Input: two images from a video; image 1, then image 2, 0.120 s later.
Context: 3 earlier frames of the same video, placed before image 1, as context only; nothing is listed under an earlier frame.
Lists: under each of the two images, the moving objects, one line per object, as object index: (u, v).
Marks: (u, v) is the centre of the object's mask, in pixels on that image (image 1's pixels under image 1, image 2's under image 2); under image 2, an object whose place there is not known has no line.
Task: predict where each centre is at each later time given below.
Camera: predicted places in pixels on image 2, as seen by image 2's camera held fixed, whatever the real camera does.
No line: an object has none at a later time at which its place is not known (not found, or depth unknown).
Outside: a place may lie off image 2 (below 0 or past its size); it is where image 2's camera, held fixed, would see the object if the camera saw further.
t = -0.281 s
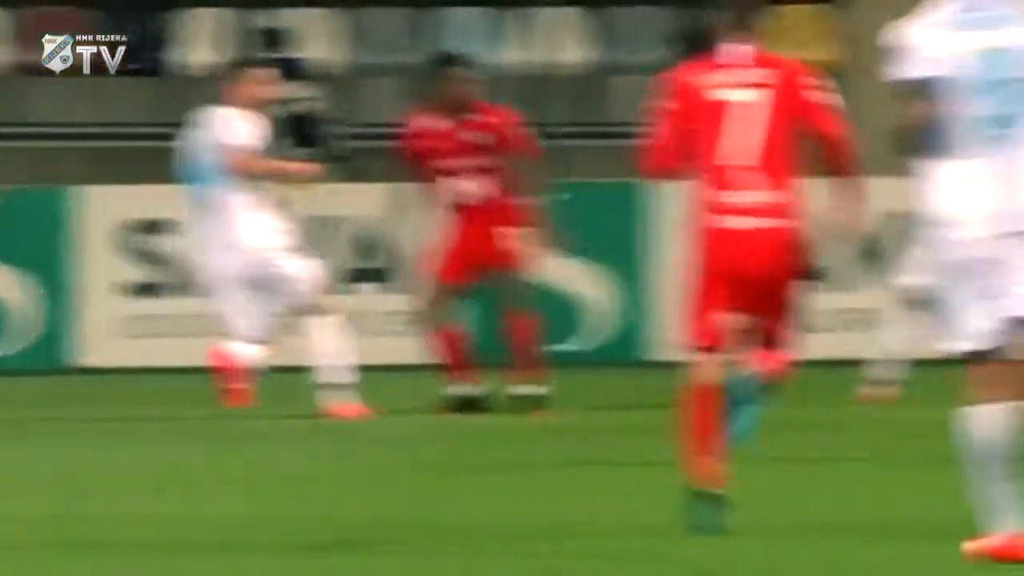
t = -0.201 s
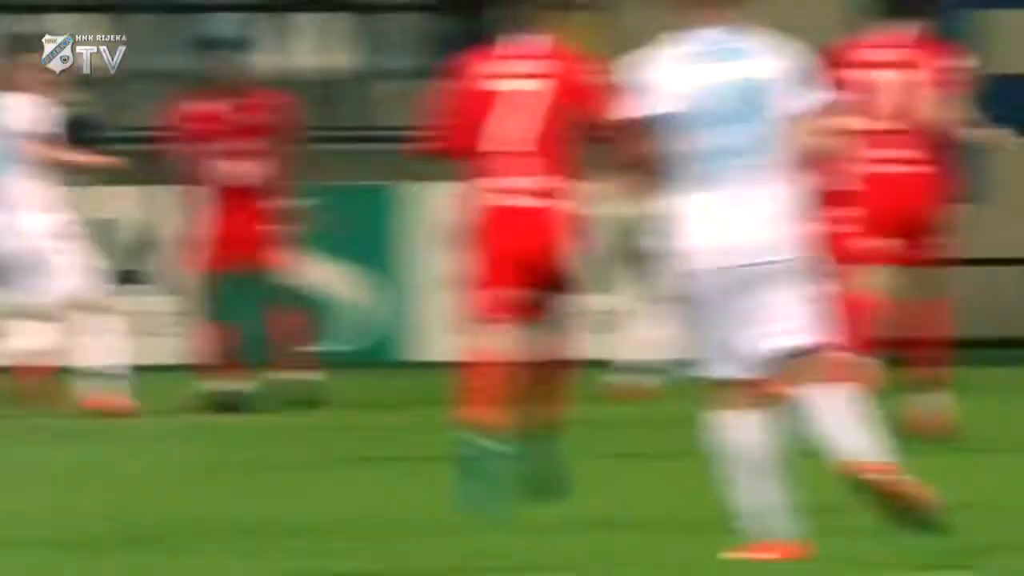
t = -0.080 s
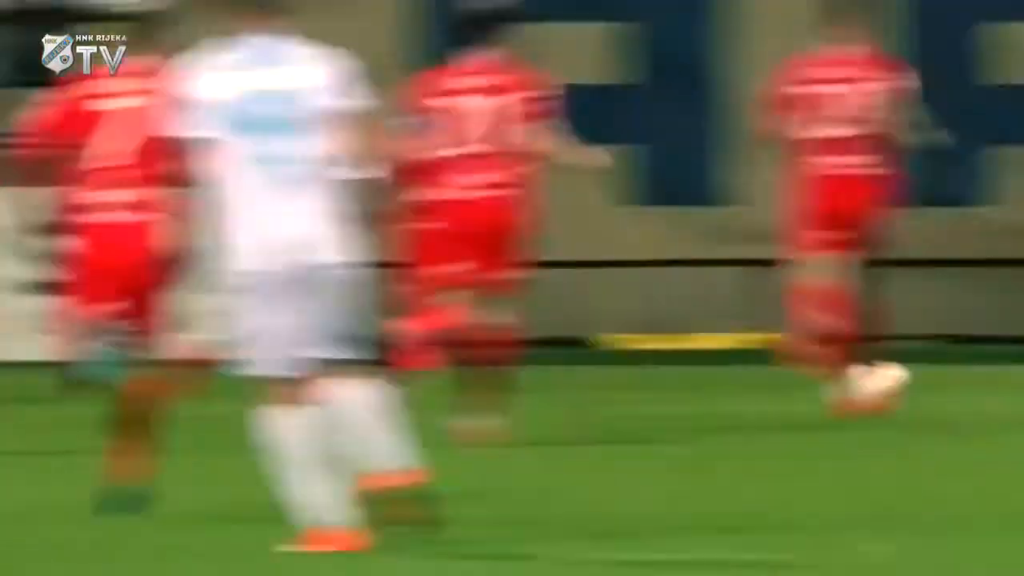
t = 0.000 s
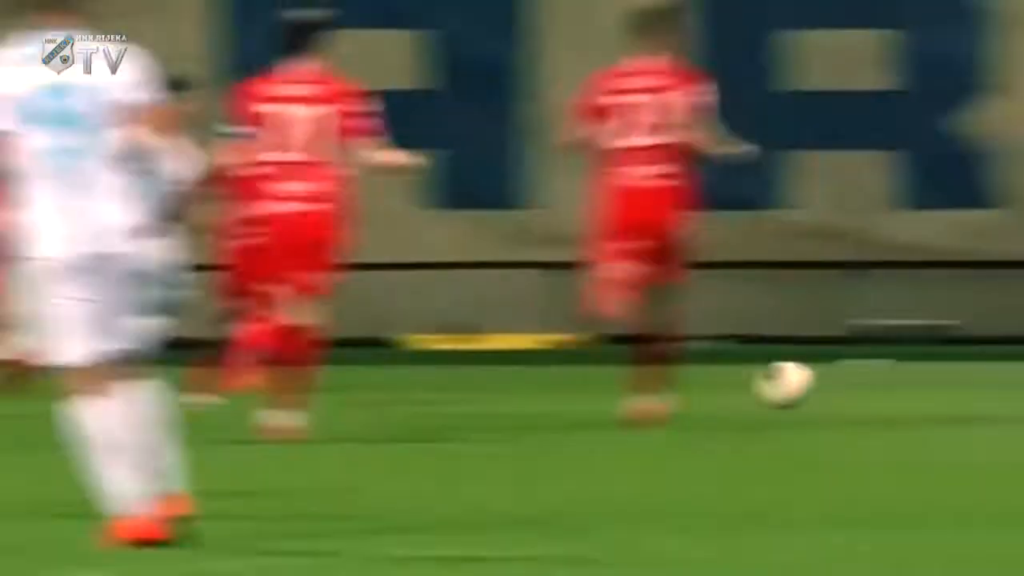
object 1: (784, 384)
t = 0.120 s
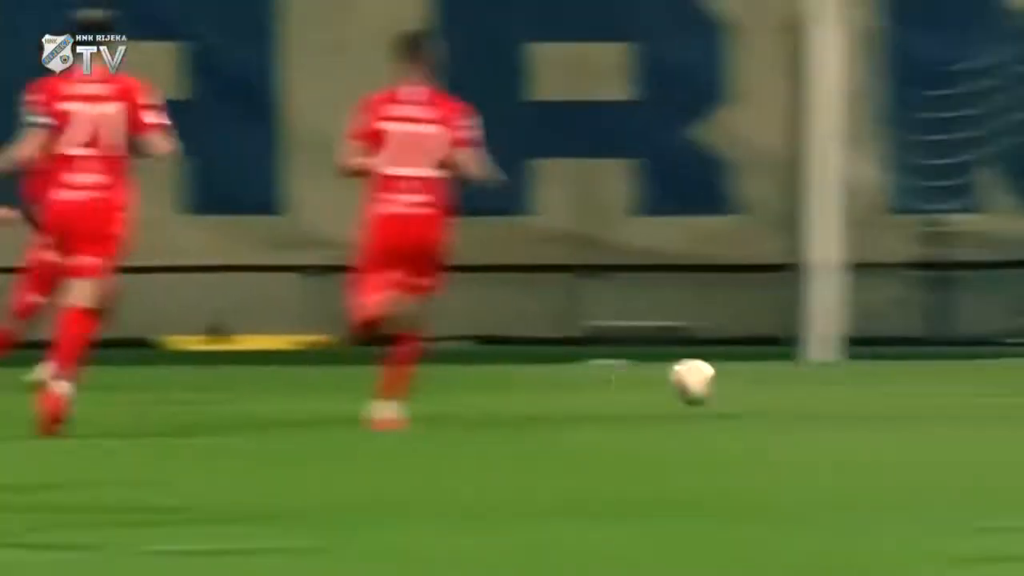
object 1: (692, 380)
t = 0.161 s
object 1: (723, 378)
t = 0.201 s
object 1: (785, 376)
